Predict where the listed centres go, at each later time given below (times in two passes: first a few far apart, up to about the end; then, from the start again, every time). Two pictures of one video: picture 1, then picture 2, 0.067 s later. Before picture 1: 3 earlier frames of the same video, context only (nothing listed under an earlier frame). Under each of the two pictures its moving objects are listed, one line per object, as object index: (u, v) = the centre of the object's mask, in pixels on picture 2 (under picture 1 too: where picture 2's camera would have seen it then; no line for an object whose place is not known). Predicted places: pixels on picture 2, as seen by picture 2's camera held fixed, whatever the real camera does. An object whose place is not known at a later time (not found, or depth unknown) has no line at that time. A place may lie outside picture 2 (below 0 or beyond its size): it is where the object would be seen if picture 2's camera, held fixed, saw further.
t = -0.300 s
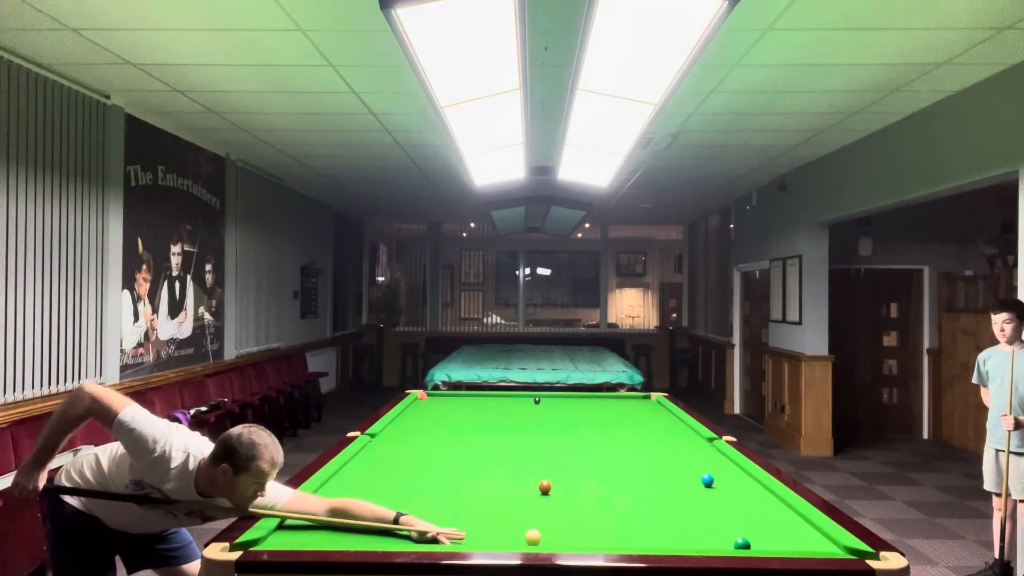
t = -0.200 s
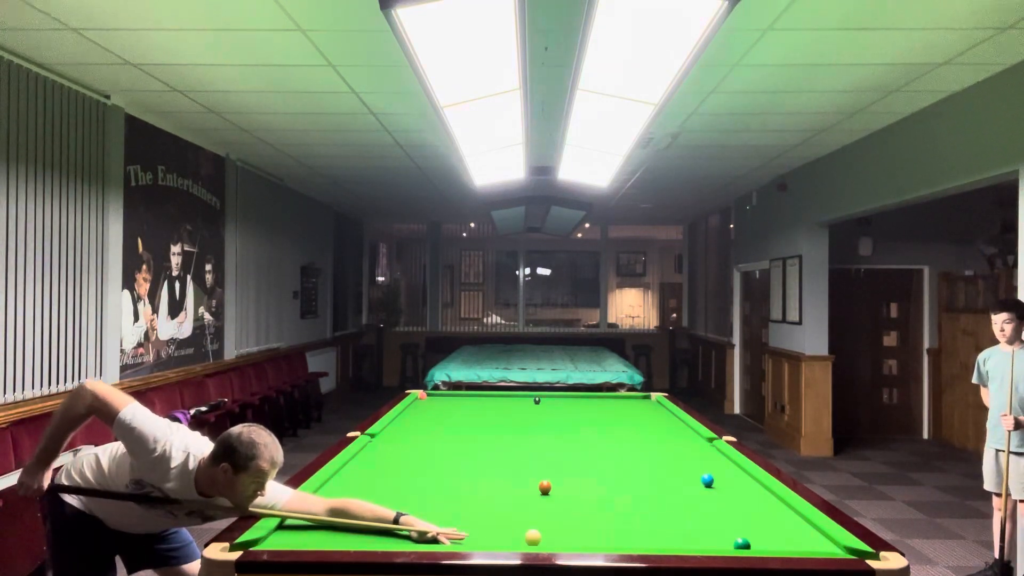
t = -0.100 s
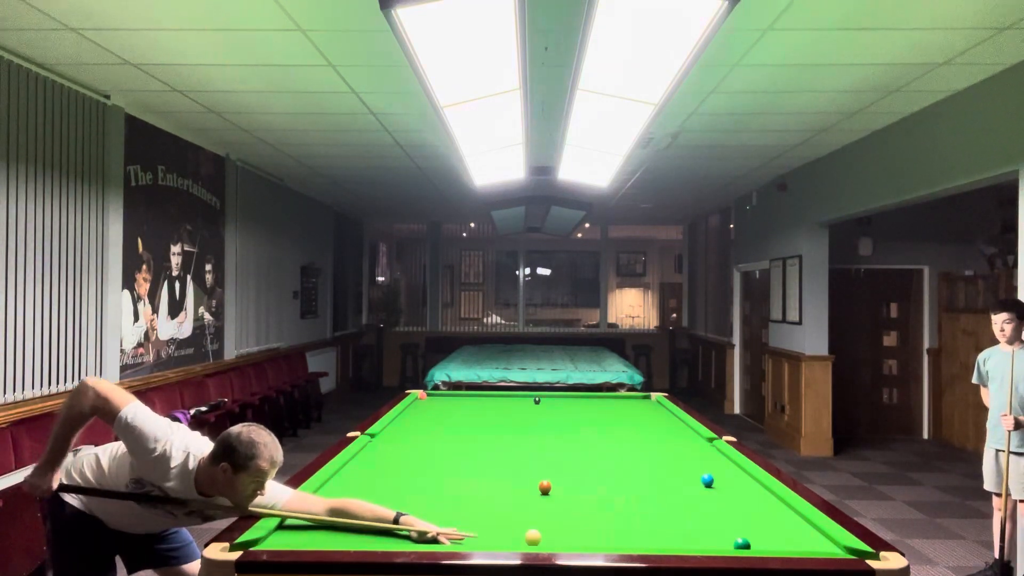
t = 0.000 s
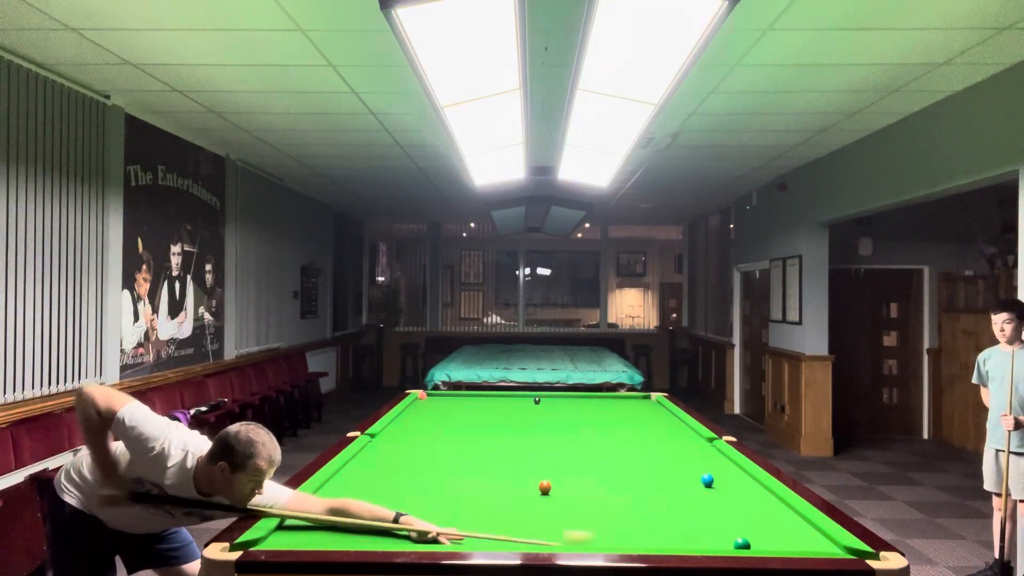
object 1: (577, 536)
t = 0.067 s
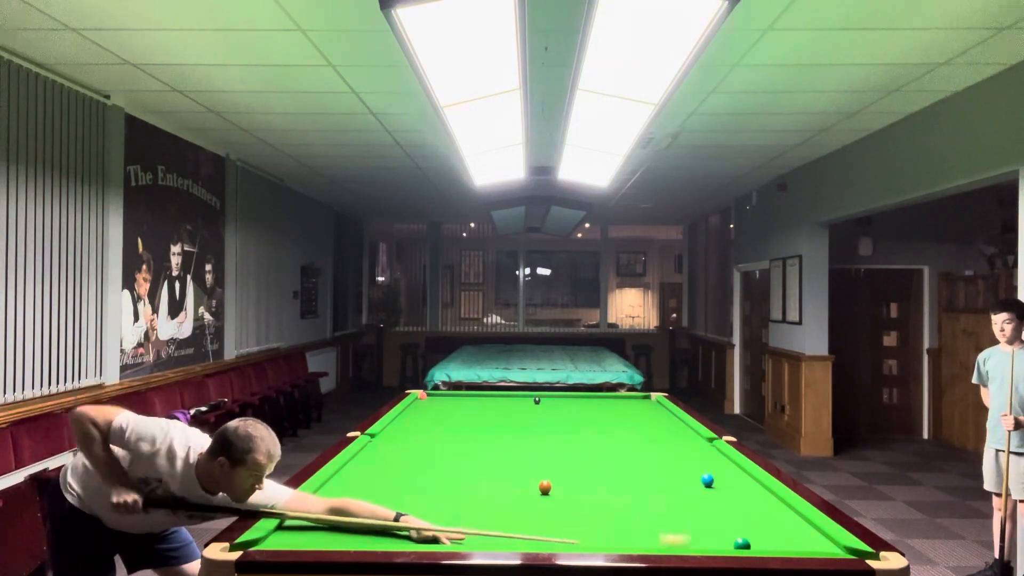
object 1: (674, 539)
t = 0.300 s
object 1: (718, 537)
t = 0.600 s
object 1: (668, 527)
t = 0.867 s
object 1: (622, 520)
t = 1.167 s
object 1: (575, 513)
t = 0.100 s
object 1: (720, 541)
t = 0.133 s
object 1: (725, 541)
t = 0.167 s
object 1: (725, 541)
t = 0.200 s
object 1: (724, 540)
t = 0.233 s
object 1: (723, 539)
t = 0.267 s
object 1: (721, 538)
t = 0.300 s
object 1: (718, 537)
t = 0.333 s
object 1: (715, 535)
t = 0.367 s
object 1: (710, 534)
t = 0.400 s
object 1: (705, 533)
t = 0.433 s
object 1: (700, 532)
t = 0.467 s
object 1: (694, 531)
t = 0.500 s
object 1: (687, 530)
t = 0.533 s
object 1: (681, 529)
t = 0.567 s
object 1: (674, 528)
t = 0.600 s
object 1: (668, 527)
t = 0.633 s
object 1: (662, 526)
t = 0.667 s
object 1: (657, 525)
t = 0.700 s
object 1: (651, 524)
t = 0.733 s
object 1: (644, 523)
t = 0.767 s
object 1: (639, 522)
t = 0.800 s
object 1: (633, 521)
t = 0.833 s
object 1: (627, 520)
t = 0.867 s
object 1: (622, 520)
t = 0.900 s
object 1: (616, 519)
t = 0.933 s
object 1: (611, 518)
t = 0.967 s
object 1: (605, 517)
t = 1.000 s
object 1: (600, 516)
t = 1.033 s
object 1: (595, 516)
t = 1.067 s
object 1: (590, 515)
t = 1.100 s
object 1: (585, 514)
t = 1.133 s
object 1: (580, 513)
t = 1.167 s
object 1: (575, 513)
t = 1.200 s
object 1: (570, 512)
